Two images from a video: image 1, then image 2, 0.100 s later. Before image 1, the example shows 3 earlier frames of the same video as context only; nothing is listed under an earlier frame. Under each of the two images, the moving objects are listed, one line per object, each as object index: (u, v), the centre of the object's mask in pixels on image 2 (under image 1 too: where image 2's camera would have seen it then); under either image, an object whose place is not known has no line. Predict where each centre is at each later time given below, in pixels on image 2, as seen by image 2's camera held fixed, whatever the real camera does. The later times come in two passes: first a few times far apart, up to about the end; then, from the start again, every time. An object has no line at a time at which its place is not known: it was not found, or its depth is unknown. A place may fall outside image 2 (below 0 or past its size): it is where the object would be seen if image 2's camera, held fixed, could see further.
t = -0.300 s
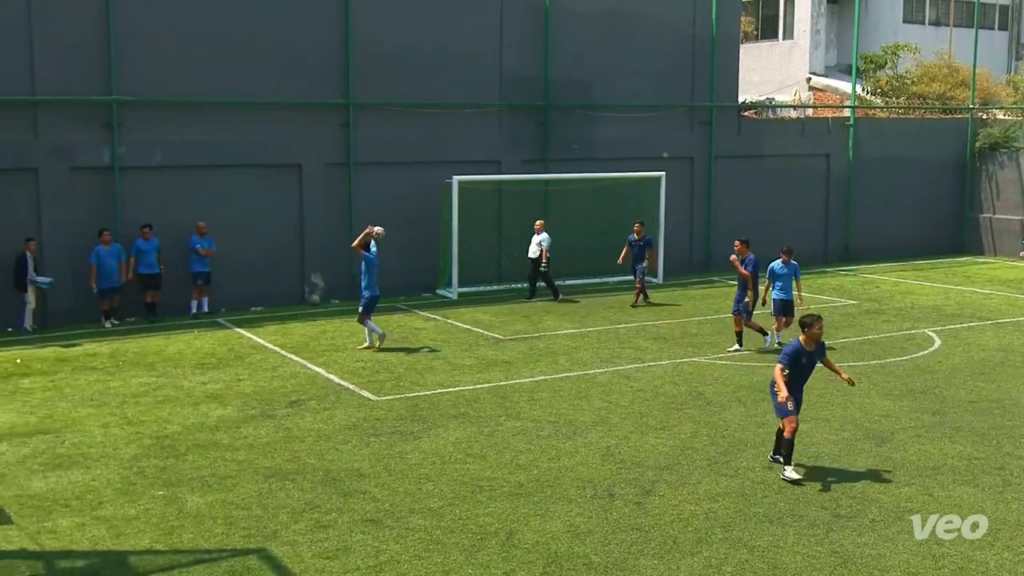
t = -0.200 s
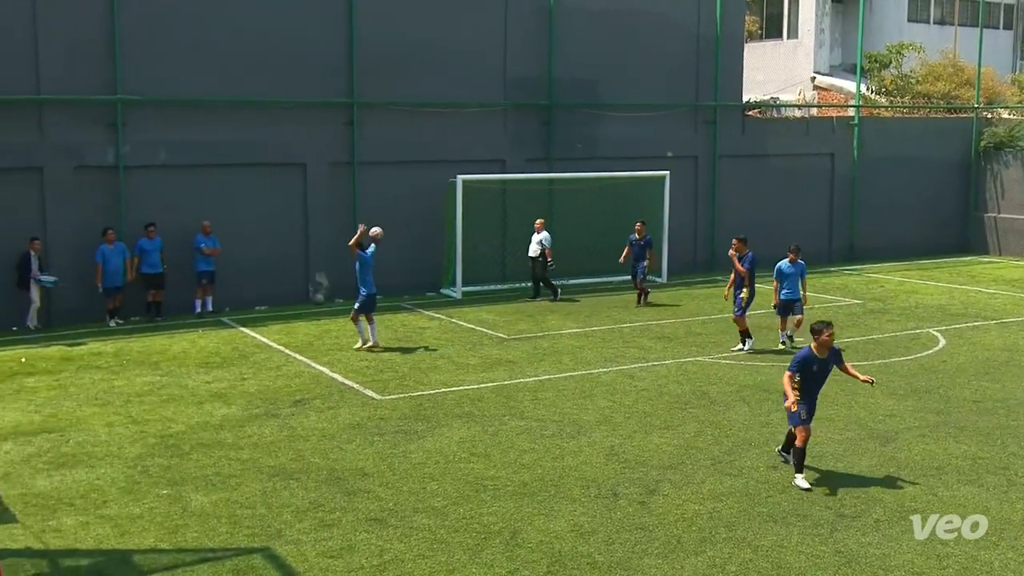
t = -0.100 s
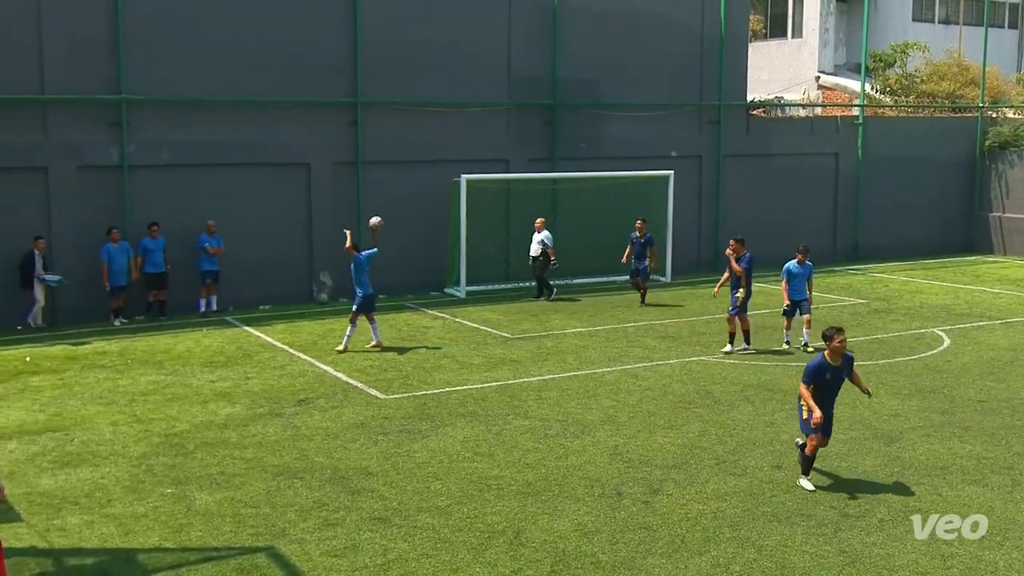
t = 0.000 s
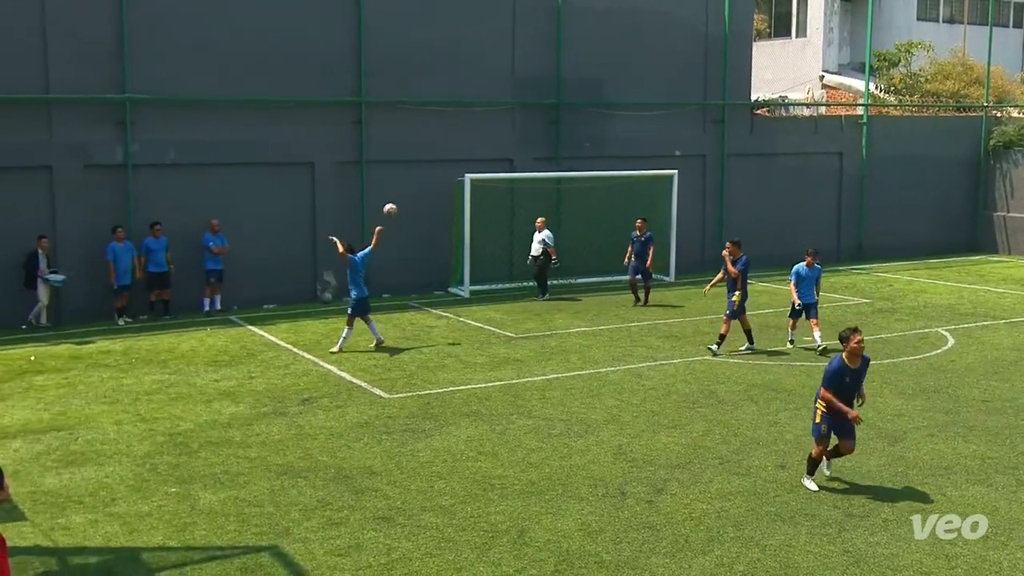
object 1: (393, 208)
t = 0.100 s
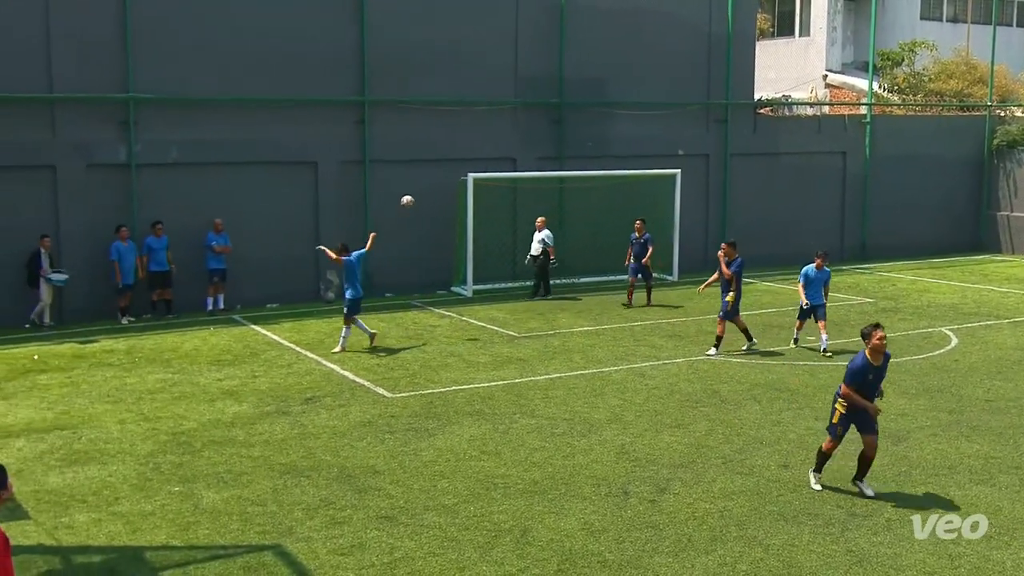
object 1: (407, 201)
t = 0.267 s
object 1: (429, 202)
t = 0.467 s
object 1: (455, 226)
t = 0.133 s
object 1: (412, 200)
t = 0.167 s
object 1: (416, 200)
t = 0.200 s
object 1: (421, 200)
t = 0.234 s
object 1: (425, 200)
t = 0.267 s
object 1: (429, 202)
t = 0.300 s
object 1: (434, 205)
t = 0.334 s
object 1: (438, 207)
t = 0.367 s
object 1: (442, 211)
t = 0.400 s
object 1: (447, 215)
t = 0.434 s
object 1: (451, 220)
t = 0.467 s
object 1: (455, 226)
